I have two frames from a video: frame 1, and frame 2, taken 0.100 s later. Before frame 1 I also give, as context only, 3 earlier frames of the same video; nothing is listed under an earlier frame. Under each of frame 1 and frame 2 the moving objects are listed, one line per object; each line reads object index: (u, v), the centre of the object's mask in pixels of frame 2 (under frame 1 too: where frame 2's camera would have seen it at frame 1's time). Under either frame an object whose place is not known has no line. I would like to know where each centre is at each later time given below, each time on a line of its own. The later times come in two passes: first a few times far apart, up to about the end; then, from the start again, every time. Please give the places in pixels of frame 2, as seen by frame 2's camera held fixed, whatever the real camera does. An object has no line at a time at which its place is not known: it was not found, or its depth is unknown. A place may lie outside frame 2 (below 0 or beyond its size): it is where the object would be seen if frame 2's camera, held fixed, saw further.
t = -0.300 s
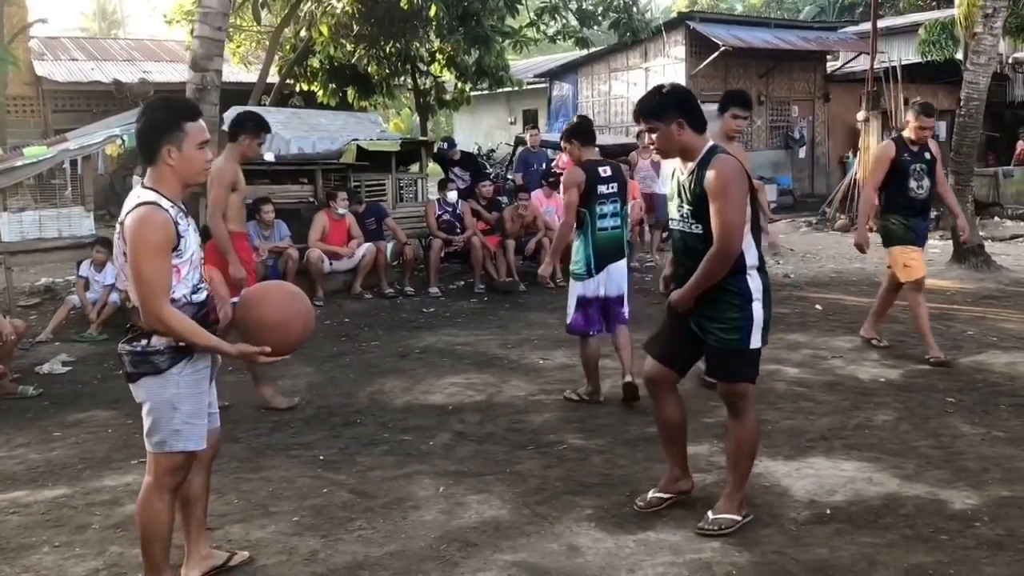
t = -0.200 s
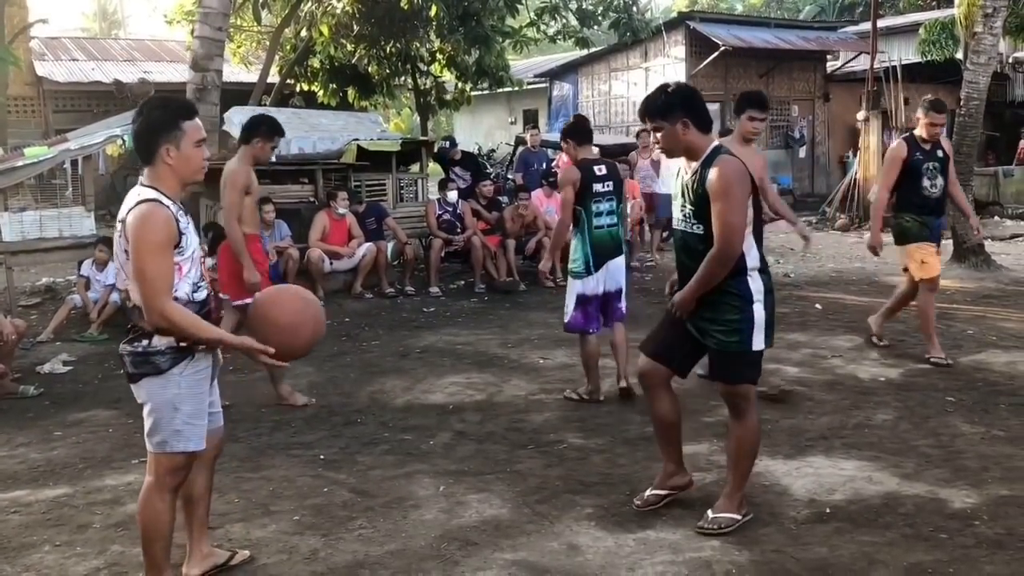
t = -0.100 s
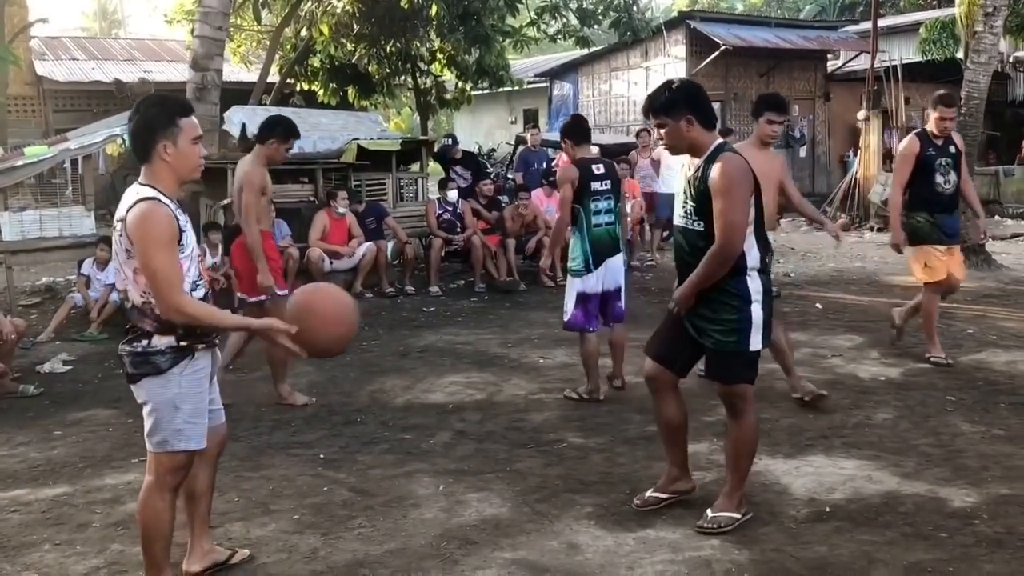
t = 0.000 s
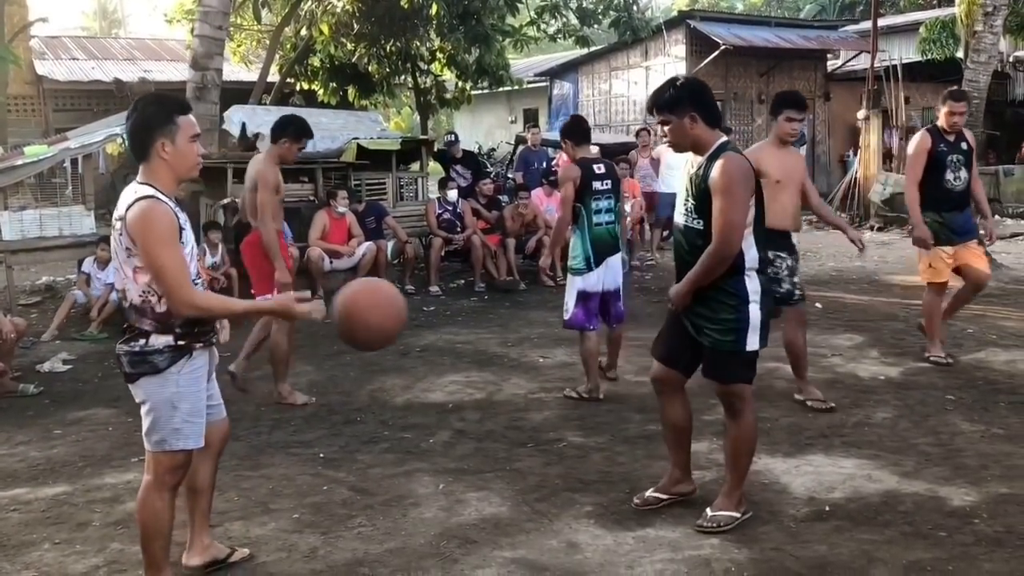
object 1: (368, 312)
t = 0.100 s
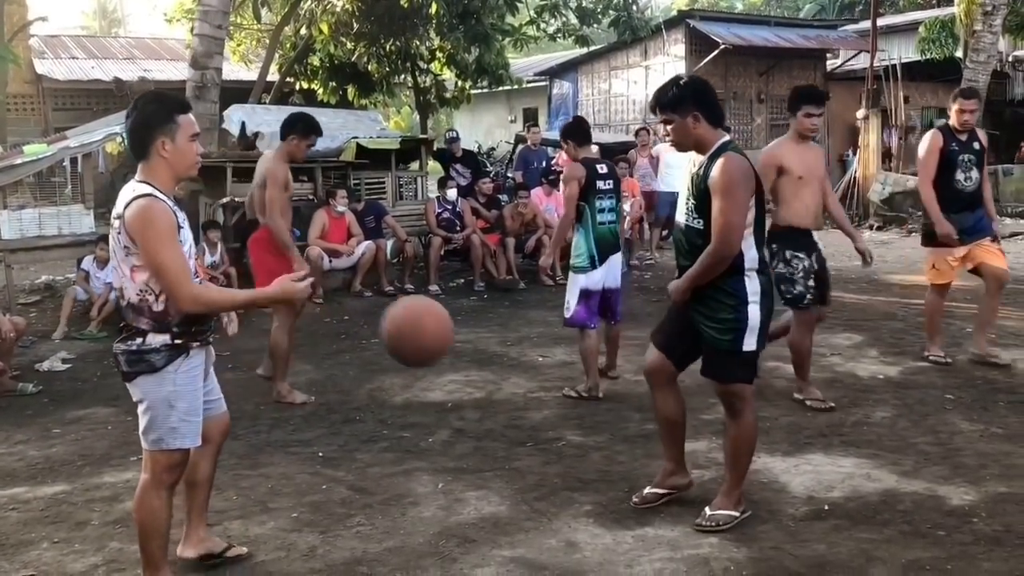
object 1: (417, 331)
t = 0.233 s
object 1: (480, 397)
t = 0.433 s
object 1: (559, 473)
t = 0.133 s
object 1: (432, 343)
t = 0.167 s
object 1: (448, 358)
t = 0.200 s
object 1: (463, 376)
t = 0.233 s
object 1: (480, 397)
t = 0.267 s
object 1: (494, 420)
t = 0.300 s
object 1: (509, 446)
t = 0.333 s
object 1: (523, 474)
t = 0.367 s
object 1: (536, 503)
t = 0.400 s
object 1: (549, 501)
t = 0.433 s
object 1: (559, 473)
